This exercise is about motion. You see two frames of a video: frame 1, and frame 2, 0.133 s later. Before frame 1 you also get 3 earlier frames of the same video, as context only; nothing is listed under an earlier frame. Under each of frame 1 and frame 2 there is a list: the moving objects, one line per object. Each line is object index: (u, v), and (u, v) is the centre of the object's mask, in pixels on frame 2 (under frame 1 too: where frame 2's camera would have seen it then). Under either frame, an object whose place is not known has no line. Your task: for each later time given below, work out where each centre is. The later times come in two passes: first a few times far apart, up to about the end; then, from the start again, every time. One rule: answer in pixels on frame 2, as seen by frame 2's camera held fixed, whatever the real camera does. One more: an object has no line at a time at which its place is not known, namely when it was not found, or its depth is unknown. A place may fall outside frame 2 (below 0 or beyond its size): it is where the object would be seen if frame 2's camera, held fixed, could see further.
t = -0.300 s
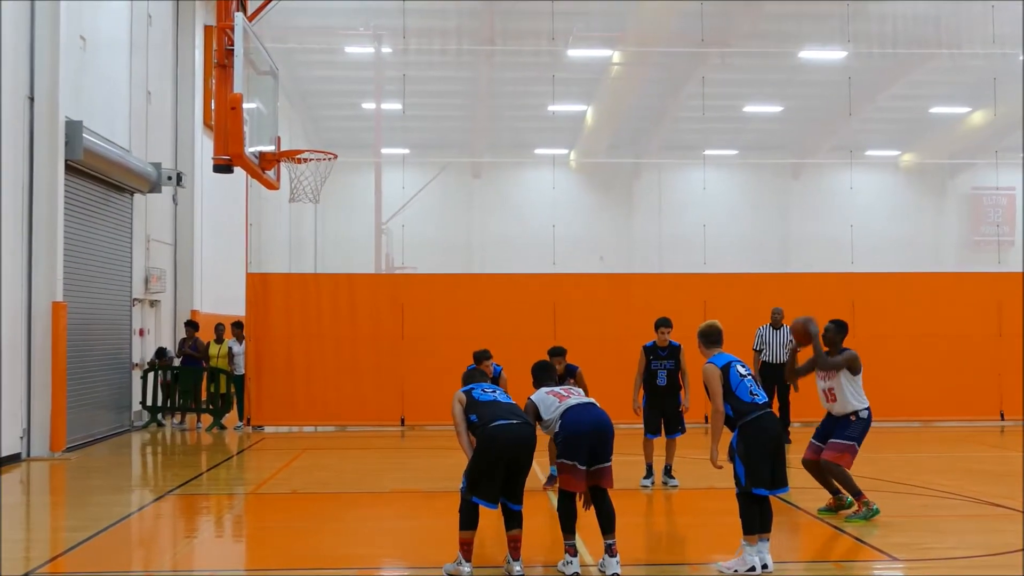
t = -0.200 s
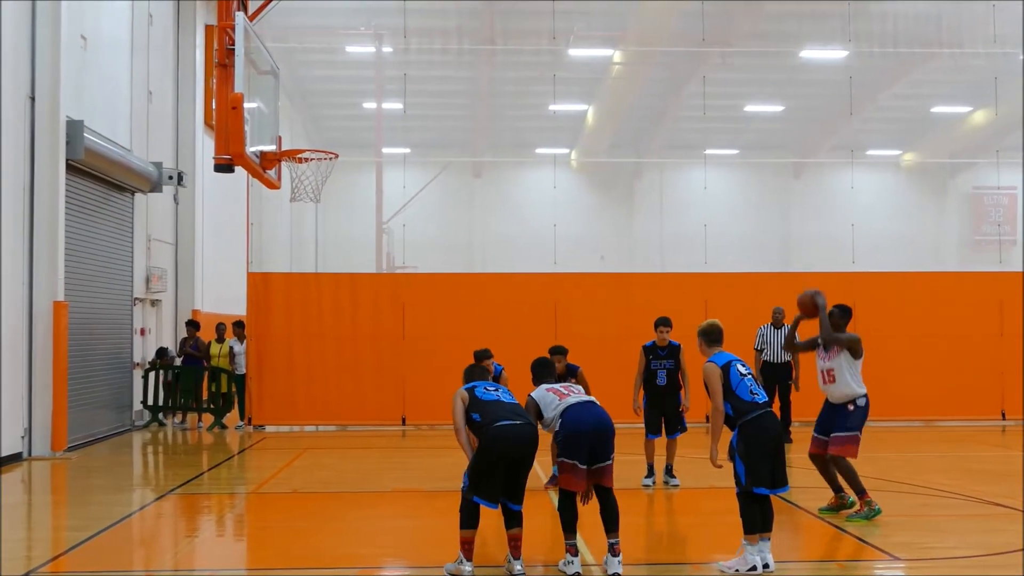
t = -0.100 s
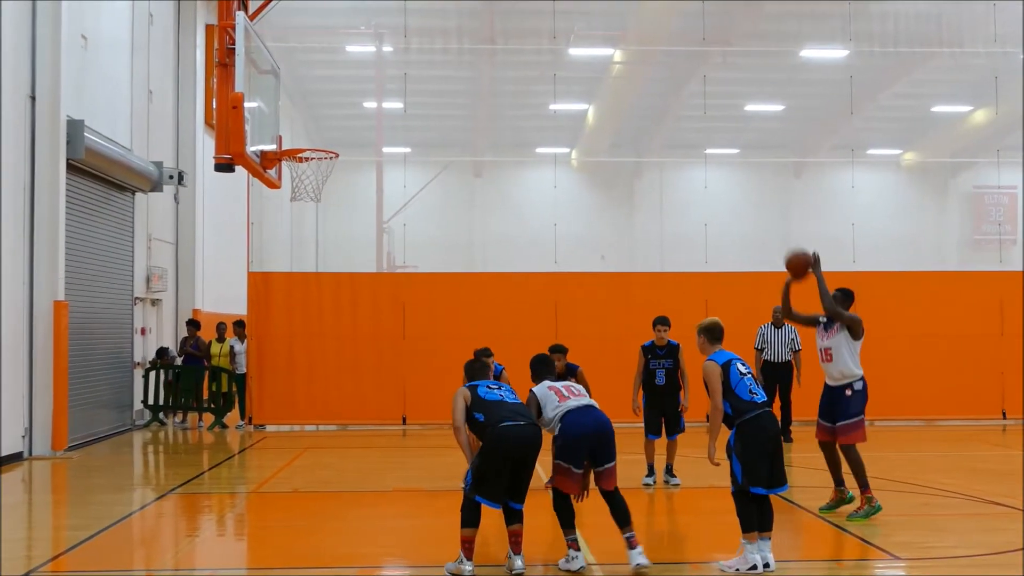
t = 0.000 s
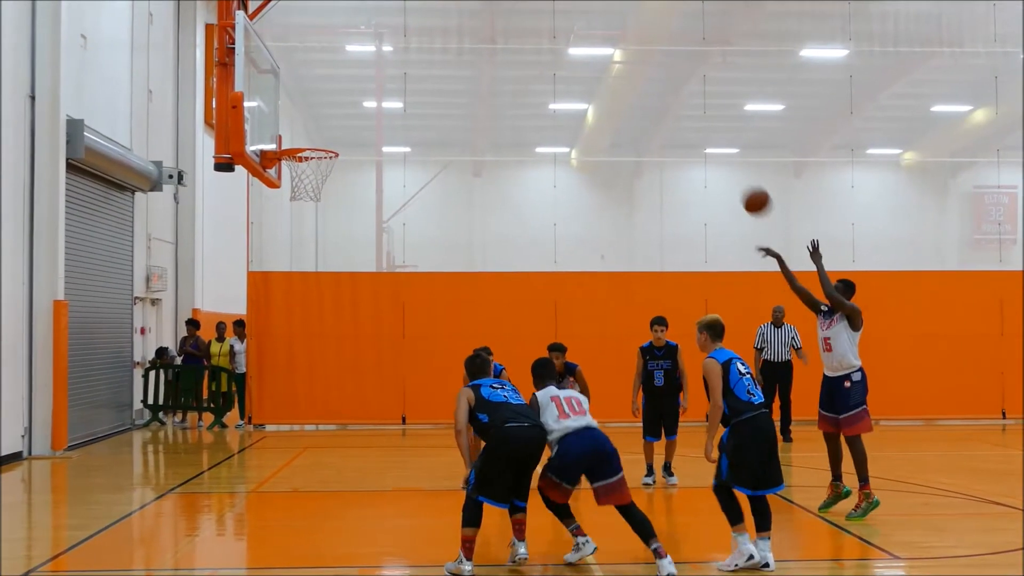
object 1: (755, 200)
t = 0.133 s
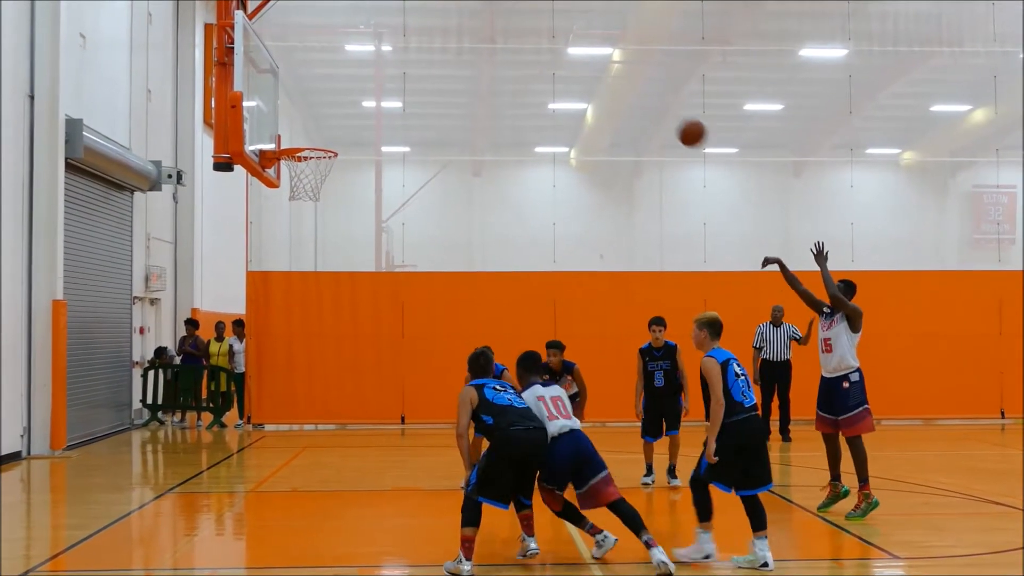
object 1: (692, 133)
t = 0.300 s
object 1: (612, 76)
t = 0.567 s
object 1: (485, 50)
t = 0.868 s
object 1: (342, 120)
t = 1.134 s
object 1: (285, 182)
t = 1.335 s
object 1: (297, 221)
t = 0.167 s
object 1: (676, 119)
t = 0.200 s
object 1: (659, 106)
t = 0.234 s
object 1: (643, 95)
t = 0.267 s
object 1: (628, 85)
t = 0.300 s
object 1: (612, 76)
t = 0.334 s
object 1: (596, 69)
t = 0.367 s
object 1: (580, 63)
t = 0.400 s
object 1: (564, 57)
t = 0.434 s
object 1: (549, 53)
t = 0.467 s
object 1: (533, 50)
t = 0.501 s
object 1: (517, 49)
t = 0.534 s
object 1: (501, 49)
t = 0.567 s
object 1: (485, 50)
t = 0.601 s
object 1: (469, 53)
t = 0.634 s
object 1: (454, 57)
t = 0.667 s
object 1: (438, 62)
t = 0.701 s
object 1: (422, 68)
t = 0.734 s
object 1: (406, 76)
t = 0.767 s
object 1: (390, 85)
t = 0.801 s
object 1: (374, 95)
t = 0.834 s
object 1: (358, 107)
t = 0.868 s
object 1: (342, 120)
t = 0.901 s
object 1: (326, 135)
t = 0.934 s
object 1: (311, 149)
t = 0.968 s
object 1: (295, 167)
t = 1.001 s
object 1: (285, 174)
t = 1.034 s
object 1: (283, 175)
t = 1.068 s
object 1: (283, 176)
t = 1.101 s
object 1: (284, 178)
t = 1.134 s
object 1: (285, 182)
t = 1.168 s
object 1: (287, 186)
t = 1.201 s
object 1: (289, 191)
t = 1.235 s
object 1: (291, 196)
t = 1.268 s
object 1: (294, 203)
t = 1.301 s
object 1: (295, 211)
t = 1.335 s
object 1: (297, 221)
